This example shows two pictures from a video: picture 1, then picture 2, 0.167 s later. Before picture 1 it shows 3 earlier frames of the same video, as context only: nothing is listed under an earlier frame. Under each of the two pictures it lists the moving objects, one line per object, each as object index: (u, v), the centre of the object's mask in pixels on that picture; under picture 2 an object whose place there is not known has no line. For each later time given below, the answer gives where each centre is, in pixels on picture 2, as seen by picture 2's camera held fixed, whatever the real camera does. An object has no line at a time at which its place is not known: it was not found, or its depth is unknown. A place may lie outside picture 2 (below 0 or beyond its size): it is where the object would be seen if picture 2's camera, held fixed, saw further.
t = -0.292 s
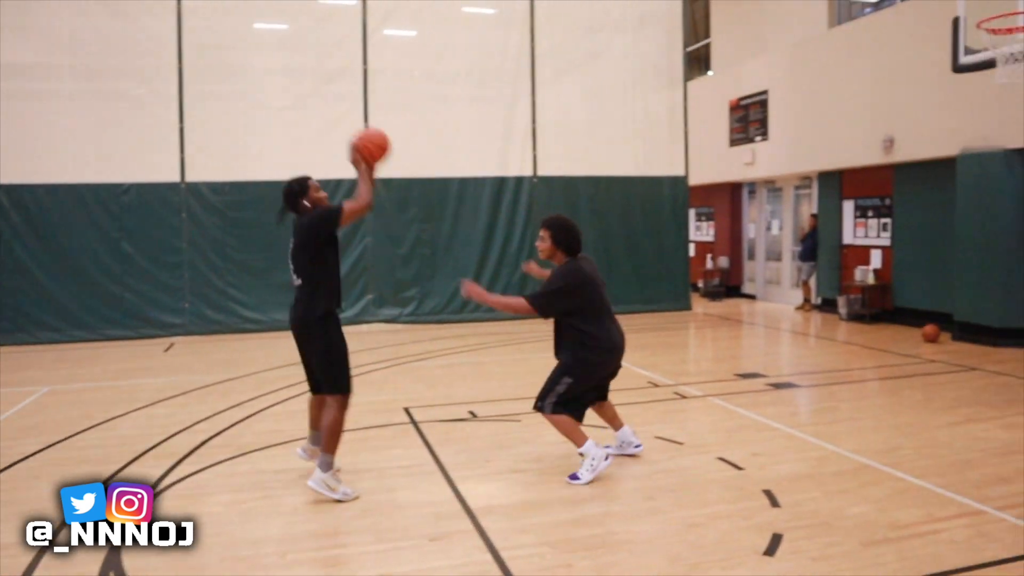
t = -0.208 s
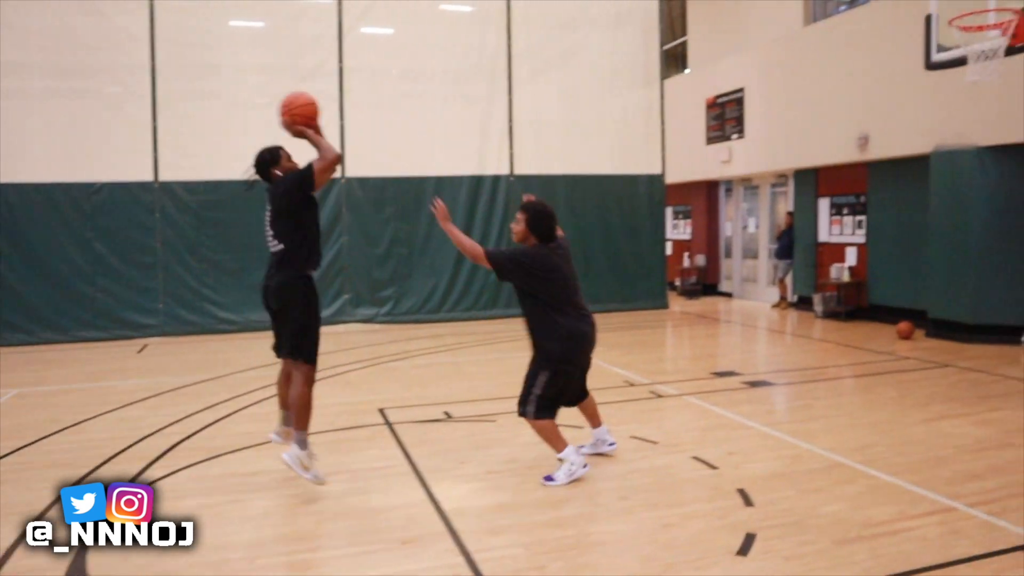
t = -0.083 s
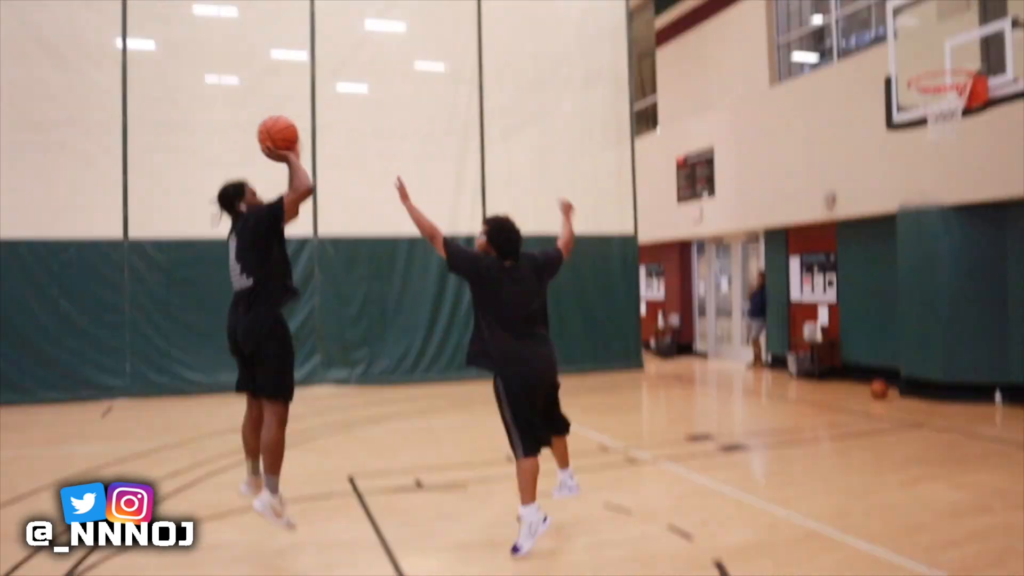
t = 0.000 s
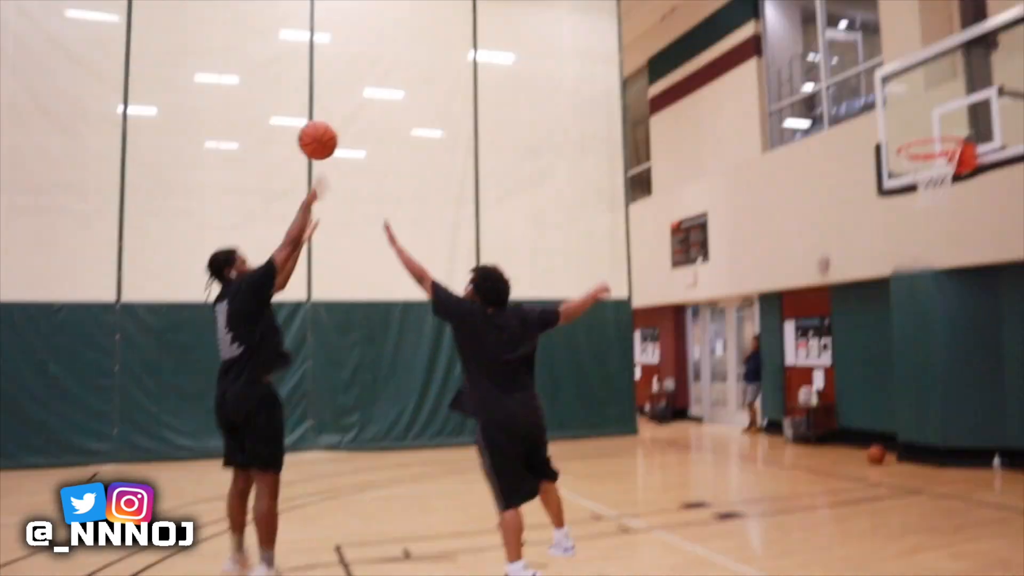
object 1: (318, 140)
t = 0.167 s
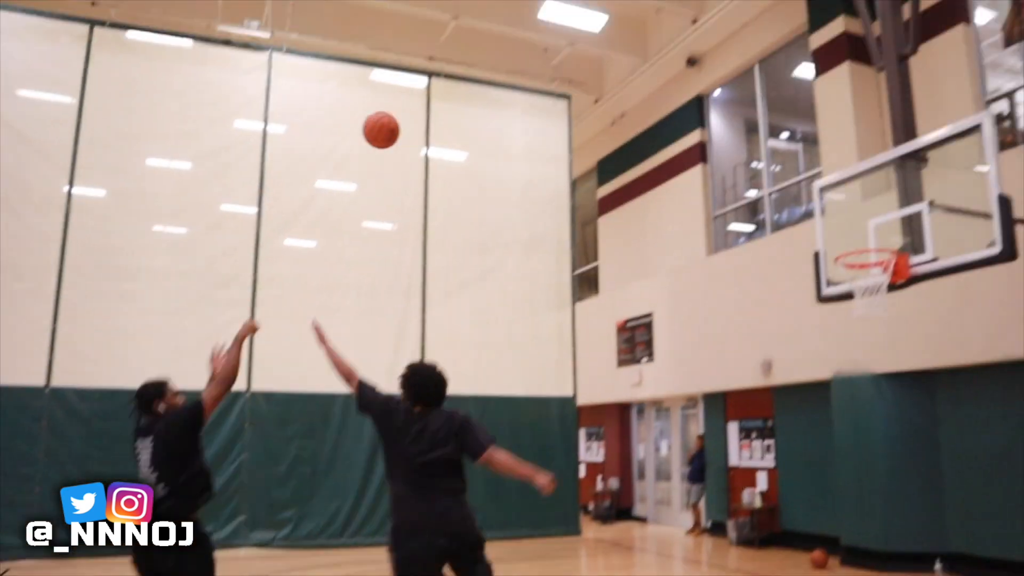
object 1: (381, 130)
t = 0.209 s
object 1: (403, 116)
